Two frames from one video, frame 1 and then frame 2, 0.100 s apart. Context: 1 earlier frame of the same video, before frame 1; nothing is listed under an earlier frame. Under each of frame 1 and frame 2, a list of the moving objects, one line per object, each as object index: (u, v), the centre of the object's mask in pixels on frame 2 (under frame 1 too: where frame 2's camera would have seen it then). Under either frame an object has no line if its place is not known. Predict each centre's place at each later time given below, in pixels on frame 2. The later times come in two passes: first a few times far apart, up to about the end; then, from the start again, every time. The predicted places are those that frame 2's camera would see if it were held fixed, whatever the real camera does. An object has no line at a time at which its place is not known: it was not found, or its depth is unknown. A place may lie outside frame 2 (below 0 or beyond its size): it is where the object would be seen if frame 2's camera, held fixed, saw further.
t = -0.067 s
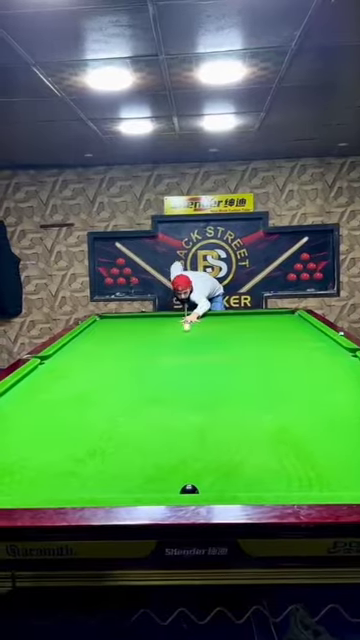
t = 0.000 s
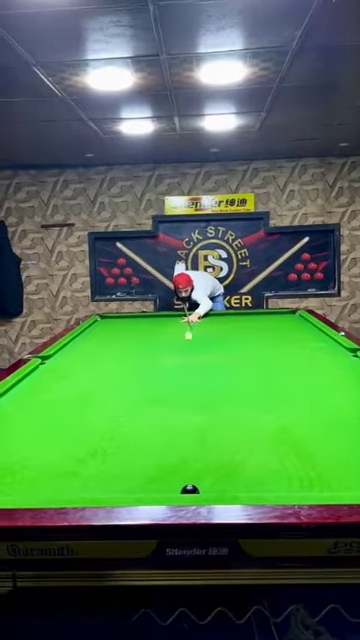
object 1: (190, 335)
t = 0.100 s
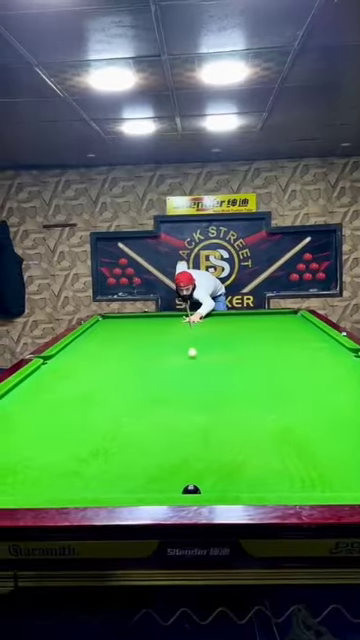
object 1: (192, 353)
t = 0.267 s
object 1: (197, 392)
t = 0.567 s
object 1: (193, 464)
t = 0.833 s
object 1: (144, 406)
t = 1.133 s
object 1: (111, 372)
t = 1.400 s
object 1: (95, 353)
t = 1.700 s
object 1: (85, 337)
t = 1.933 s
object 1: (110, 329)
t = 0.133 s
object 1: (193, 359)
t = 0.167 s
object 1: (194, 366)
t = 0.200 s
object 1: (195, 373)
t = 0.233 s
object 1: (196, 382)
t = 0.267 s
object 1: (197, 392)
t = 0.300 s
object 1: (199, 402)
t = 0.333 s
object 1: (200, 413)
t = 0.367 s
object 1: (202, 426)
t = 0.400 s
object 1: (204, 441)
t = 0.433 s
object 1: (206, 458)
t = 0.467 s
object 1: (209, 477)
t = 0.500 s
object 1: (209, 487)
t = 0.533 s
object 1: (201, 476)
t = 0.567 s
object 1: (193, 464)
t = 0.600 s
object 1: (185, 453)
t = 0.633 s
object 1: (178, 444)
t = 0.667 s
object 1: (171, 436)
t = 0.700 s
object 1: (165, 429)
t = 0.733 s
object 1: (159, 423)
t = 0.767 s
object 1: (154, 416)
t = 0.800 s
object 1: (149, 411)
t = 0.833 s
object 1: (144, 406)
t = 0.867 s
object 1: (139, 401)
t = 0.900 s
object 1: (135, 397)
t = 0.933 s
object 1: (131, 393)
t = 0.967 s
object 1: (128, 390)
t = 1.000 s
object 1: (124, 385)
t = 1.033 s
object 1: (120, 382)
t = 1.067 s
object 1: (117, 379)
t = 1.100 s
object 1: (114, 375)
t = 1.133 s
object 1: (111, 372)
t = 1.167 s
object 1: (109, 369)
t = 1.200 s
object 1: (106, 367)
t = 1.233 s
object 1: (104, 364)
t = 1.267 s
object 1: (102, 362)
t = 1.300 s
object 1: (100, 359)
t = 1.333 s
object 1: (98, 357)
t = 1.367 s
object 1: (97, 355)
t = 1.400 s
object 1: (95, 353)
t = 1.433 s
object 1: (94, 351)
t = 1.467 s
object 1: (93, 349)
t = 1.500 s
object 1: (91, 347)
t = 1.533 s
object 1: (90, 345)
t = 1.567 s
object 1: (88, 343)
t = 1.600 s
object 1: (87, 342)
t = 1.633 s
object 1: (86, 340)
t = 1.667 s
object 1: (85, 338)
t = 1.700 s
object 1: (85, 337)
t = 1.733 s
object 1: (89, 336)
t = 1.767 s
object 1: (93, 334)
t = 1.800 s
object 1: (97, 333)
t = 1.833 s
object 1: (100, 331)
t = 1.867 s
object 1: (104, 331)
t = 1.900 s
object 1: (107, 329)
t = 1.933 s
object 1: (110, 329)
